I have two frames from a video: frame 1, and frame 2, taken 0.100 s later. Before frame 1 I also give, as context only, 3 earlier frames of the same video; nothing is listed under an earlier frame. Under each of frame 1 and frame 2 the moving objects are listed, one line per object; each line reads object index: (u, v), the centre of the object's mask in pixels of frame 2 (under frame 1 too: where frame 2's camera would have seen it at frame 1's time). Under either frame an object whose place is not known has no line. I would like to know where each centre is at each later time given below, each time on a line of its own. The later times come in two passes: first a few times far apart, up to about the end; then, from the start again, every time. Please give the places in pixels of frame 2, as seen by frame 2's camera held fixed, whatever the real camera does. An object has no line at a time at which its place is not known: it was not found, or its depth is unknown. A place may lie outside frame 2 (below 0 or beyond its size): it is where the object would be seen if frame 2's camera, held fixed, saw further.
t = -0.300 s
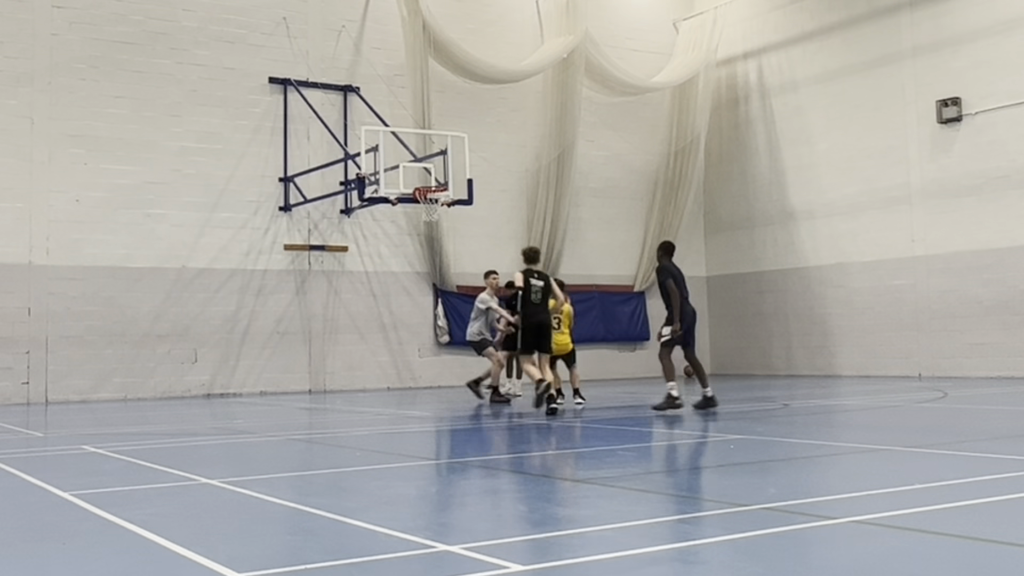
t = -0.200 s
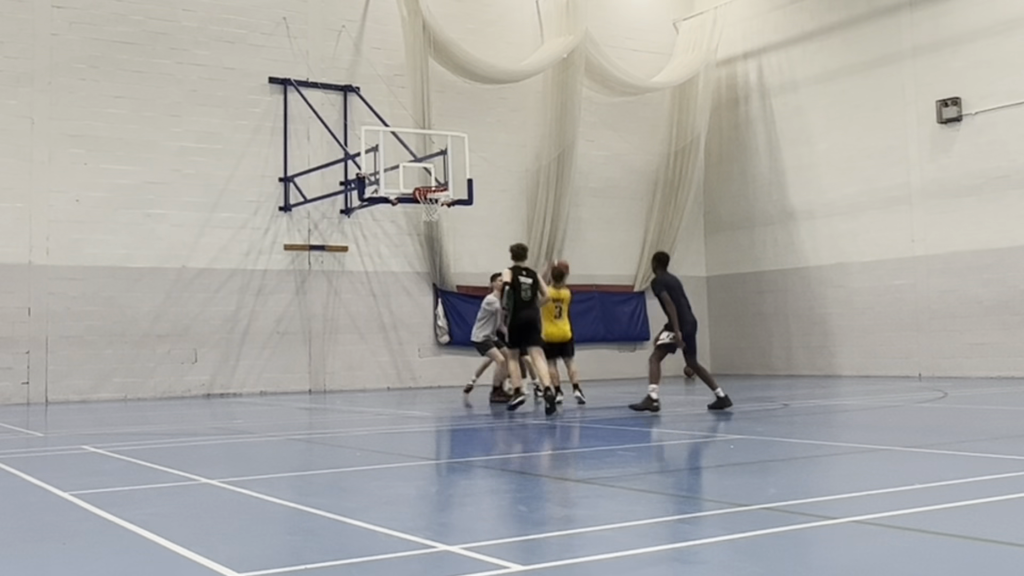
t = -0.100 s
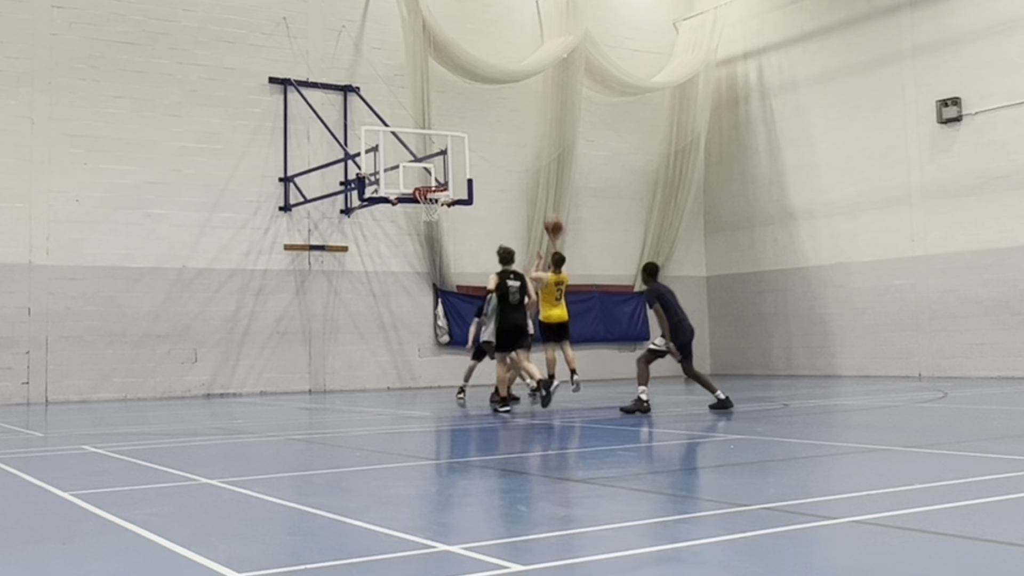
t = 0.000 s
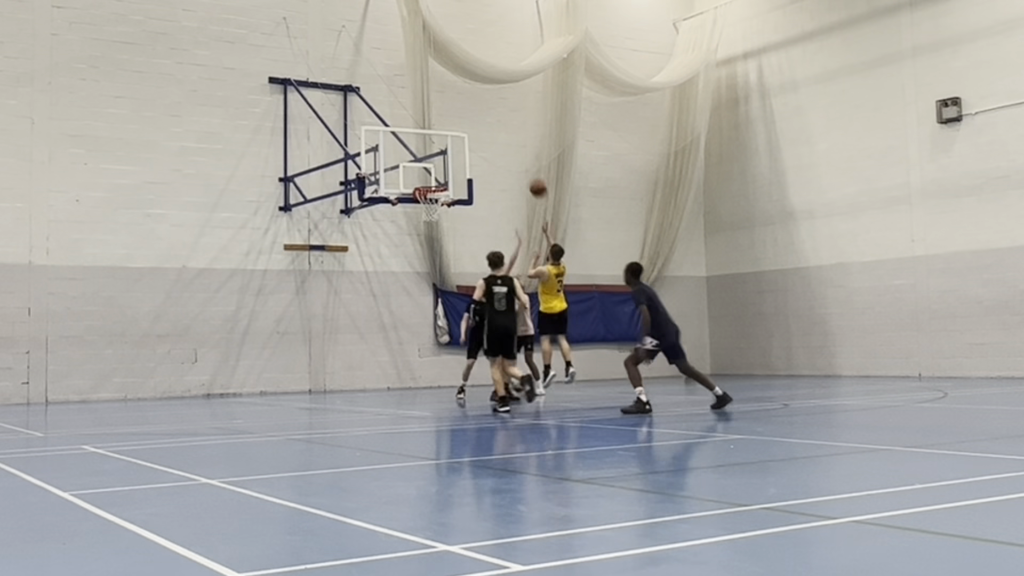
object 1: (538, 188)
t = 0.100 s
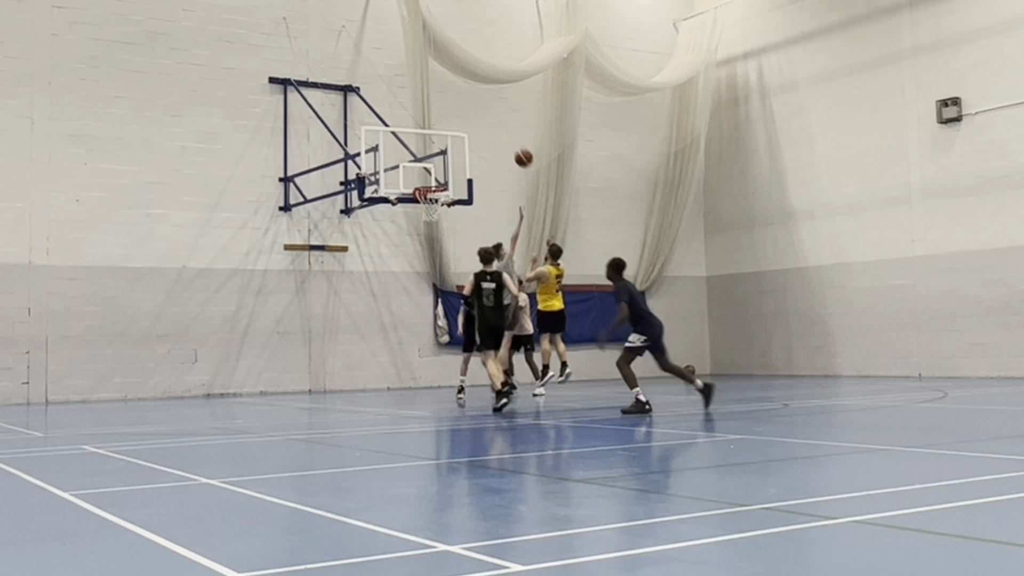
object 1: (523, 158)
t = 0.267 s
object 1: (501, 128)
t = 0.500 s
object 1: (471, 121)
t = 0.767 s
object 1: (442, 157)
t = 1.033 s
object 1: (419, 227)
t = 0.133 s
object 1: (519, 150)
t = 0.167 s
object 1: (514, 143)
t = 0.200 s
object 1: (509, 137)
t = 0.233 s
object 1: (505, 132)
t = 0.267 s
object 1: (501, 128)
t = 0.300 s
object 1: (496, 124)
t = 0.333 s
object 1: (492, 122)
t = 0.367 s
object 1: (488, 120)
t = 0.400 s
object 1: (483, 119)
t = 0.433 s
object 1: (479, 119)
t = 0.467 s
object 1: (475, 119)
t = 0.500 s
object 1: (471, 121)
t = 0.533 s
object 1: (467, 122)
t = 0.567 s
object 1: (464, 125)
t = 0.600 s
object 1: (460, 129)
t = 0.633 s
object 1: (456, 133)
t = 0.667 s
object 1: (452, 138)
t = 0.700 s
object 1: (449, 144)
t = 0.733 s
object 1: (445, 150)
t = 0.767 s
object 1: (442, 157)
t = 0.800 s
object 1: (438, 165)
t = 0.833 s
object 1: (434, 173)
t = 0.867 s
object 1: (431, 181)
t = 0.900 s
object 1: (428, 193)
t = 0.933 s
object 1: (424, 201)
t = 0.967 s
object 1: (422, 212)
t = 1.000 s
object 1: (420, 219)
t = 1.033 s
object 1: (419, 227)
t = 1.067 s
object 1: (417, 236)
